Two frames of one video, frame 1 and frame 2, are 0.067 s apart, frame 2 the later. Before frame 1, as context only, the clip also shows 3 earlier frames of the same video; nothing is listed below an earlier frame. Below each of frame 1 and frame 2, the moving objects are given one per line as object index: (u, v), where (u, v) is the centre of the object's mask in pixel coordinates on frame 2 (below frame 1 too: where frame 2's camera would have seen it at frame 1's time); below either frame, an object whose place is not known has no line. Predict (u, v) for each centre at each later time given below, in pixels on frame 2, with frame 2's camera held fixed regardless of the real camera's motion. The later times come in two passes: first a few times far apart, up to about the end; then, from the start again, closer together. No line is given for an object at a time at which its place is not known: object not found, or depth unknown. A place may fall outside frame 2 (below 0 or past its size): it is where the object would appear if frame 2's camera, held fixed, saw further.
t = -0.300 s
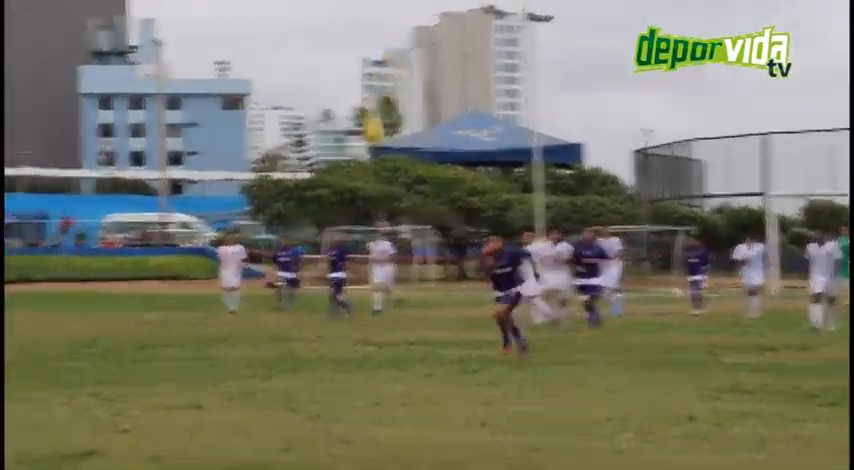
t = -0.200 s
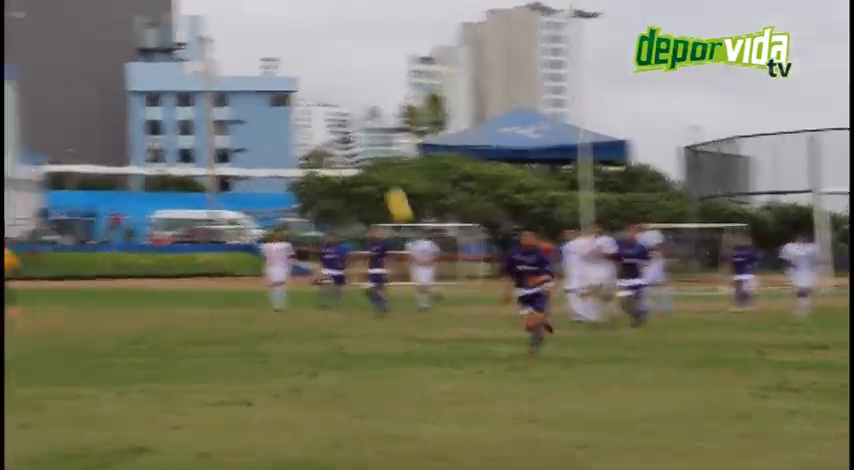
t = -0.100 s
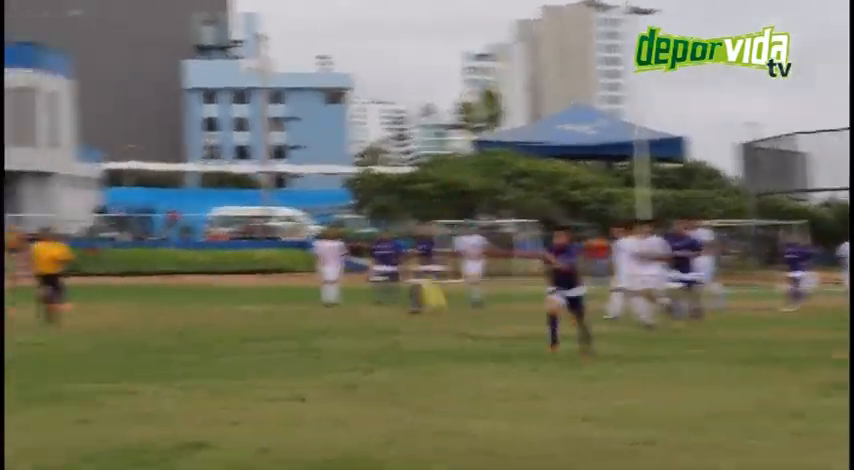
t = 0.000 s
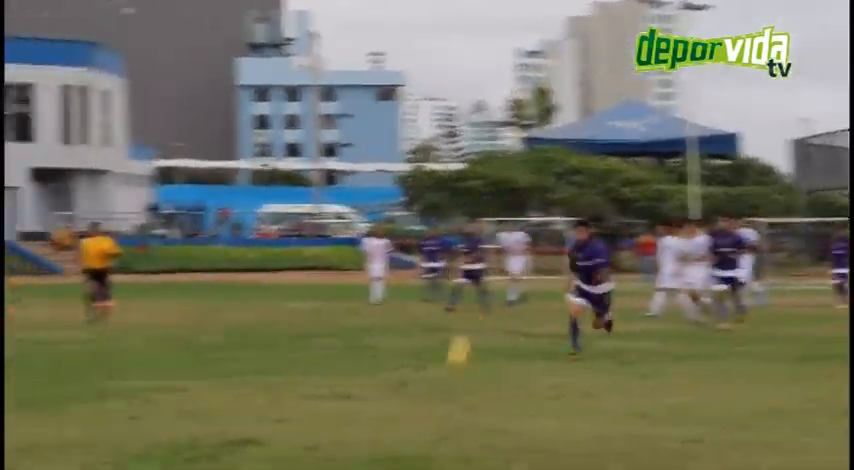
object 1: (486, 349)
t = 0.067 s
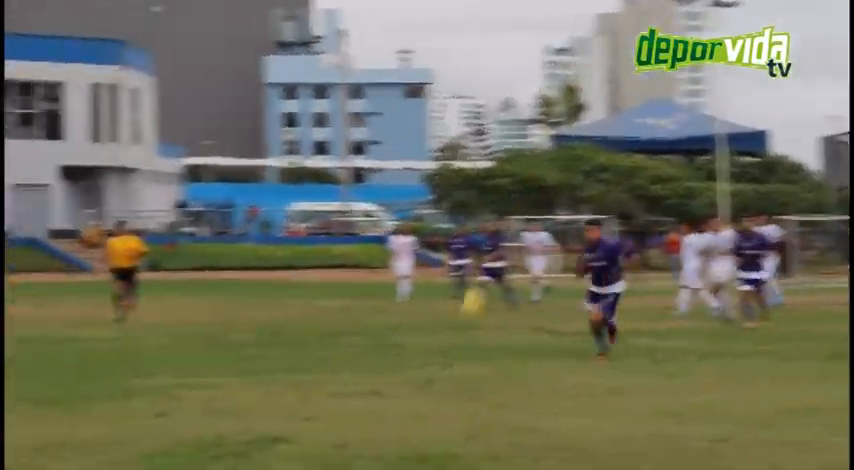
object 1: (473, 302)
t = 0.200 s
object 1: (443, 219)
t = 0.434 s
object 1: (389, 111)
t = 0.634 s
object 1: (339, 55)
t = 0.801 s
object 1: (294, 46)
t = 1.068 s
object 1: (224, 74)
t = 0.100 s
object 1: (466, 281)
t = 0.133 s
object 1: (458, 260)
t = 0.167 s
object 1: (450, 238)
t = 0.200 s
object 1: (443, 219)
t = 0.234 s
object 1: (437, 201)
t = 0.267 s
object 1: (430, 182)
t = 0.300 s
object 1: (422, 167)
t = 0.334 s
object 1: (412, 151)
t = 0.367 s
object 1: (405, 137)
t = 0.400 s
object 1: (397, 123)
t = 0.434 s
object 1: (389, 111)
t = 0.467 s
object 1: (381, 99)
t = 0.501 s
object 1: (373, 90)
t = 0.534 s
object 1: (365, 79)
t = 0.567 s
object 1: (356, 70)
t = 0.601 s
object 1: (347, 62)
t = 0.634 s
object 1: (339, 55)
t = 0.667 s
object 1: (330, 51)
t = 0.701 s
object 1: (322, 49)
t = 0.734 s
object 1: (313, 48)
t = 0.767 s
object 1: (304, 47)
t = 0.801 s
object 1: (294, 46)
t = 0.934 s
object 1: (261, 46)
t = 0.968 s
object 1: (252, 51)
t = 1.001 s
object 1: (243, 57)
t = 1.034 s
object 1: (233, 65)
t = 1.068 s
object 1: (224, 74)
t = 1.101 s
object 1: (214, 83)
